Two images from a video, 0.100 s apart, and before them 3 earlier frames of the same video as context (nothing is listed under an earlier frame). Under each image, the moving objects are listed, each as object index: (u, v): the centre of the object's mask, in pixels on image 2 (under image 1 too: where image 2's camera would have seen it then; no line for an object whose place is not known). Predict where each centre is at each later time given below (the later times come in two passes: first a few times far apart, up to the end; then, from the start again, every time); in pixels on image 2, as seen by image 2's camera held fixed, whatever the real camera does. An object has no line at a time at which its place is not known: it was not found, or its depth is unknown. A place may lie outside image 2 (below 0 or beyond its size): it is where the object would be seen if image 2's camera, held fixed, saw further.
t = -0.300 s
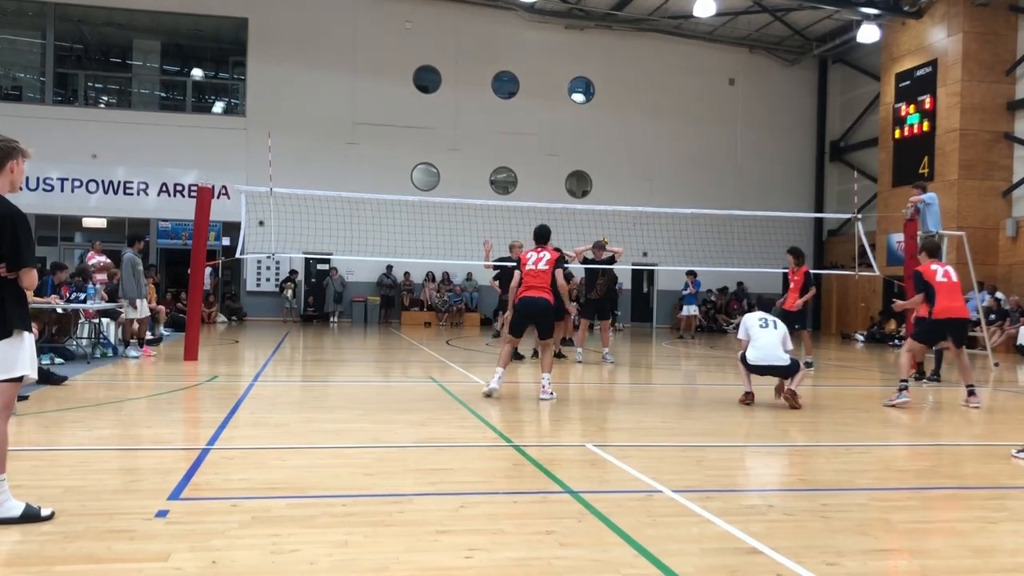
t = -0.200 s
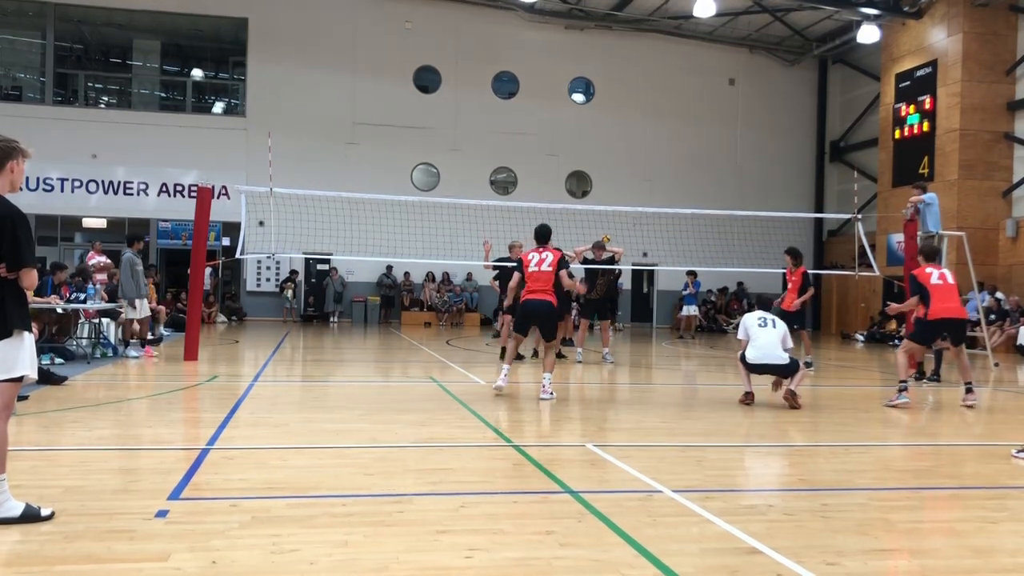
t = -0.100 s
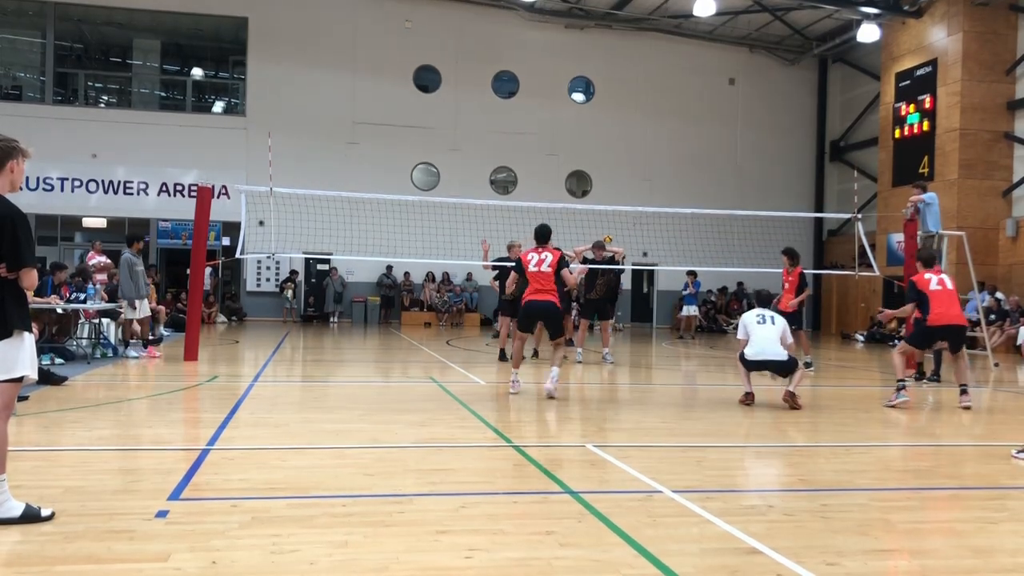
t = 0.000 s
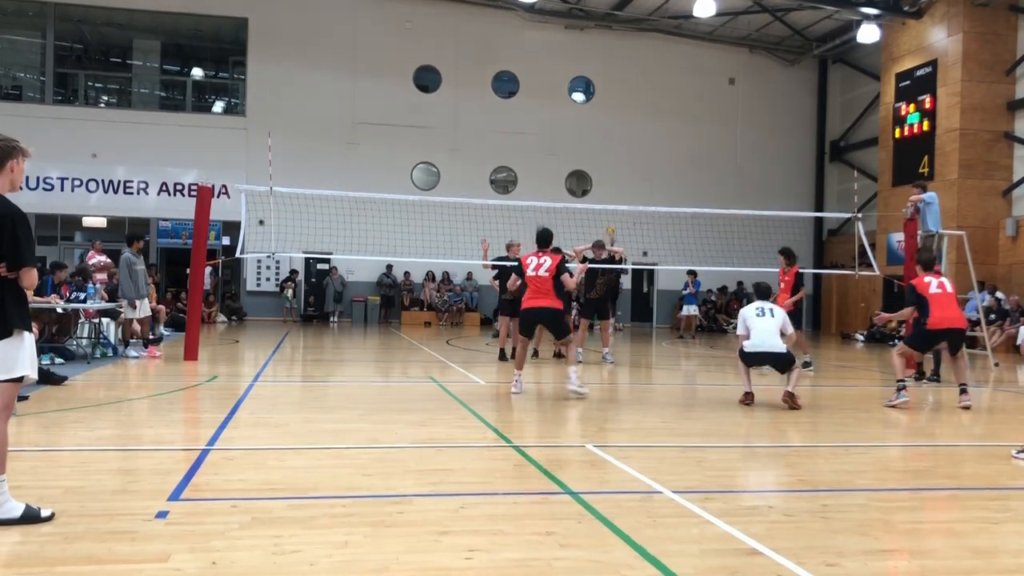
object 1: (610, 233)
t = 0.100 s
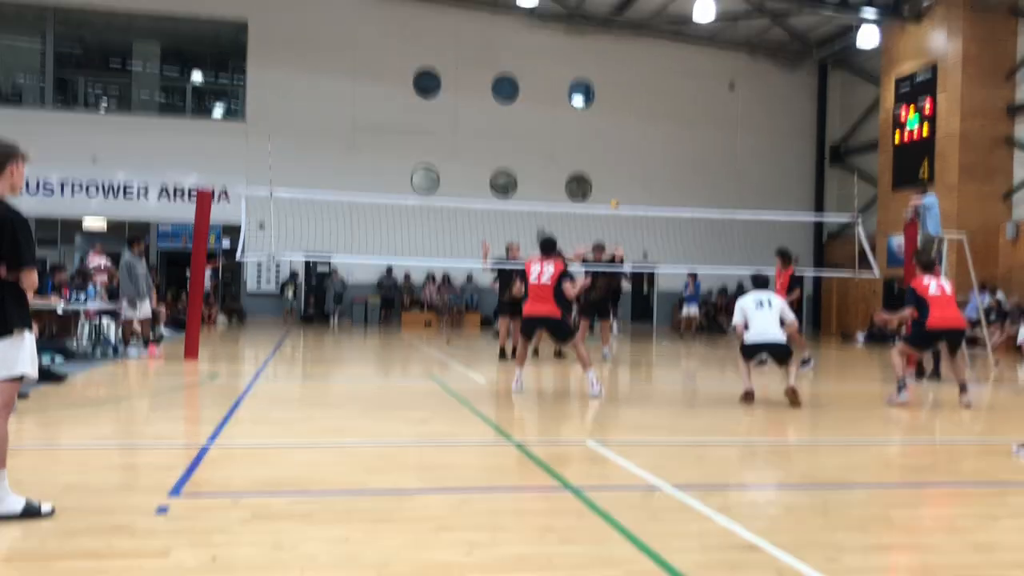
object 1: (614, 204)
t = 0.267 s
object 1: (623, 161)
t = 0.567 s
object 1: (651, 100)
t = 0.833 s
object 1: (680, 76)
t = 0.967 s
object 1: (698, 79)
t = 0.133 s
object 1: (615, 195)
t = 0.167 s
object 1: (618, 187)
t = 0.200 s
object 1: (620, 178)
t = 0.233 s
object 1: (621, 169)
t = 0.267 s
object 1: (623, 161)
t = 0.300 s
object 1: (626, 153)
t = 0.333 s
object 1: (629, 145)
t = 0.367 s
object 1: (631, 138)
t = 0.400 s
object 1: (633, 130)
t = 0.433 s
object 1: (637, 122)
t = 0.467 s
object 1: (641, 120)
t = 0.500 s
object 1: (644, 112)
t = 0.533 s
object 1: (647, 106)
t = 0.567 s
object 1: (651, 100)
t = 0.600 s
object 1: (654, 95)
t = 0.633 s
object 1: (657, 90)
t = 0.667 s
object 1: (660, 86)
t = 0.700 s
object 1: (664, 82)
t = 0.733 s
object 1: (668, 81)
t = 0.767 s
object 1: (671, 78)
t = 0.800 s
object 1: (675, 76)
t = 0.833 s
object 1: (680, 76)
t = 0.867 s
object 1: (684, 76)
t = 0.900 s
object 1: (689, 77)
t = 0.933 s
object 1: (693, 76)
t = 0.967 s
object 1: (698, 79)
